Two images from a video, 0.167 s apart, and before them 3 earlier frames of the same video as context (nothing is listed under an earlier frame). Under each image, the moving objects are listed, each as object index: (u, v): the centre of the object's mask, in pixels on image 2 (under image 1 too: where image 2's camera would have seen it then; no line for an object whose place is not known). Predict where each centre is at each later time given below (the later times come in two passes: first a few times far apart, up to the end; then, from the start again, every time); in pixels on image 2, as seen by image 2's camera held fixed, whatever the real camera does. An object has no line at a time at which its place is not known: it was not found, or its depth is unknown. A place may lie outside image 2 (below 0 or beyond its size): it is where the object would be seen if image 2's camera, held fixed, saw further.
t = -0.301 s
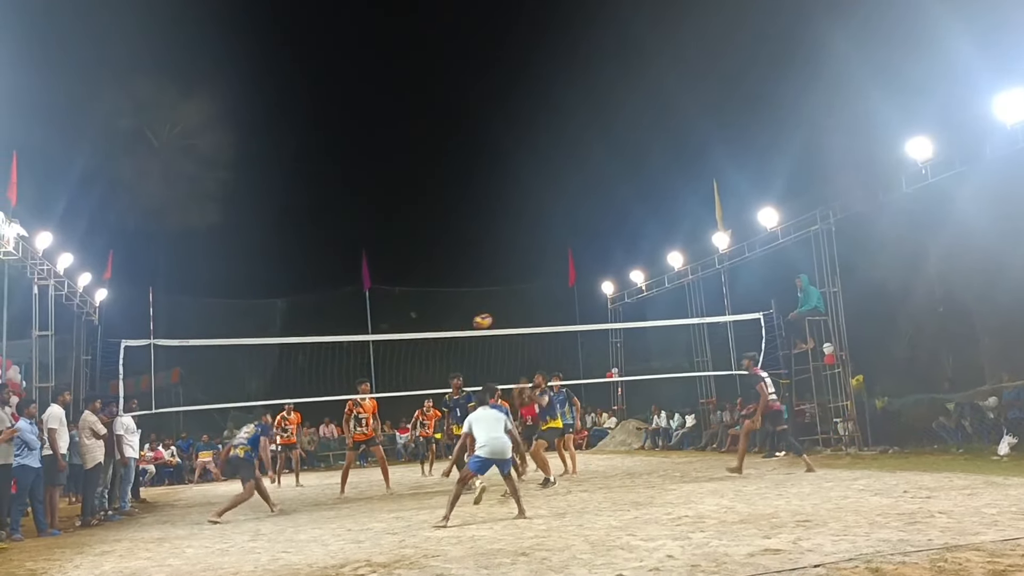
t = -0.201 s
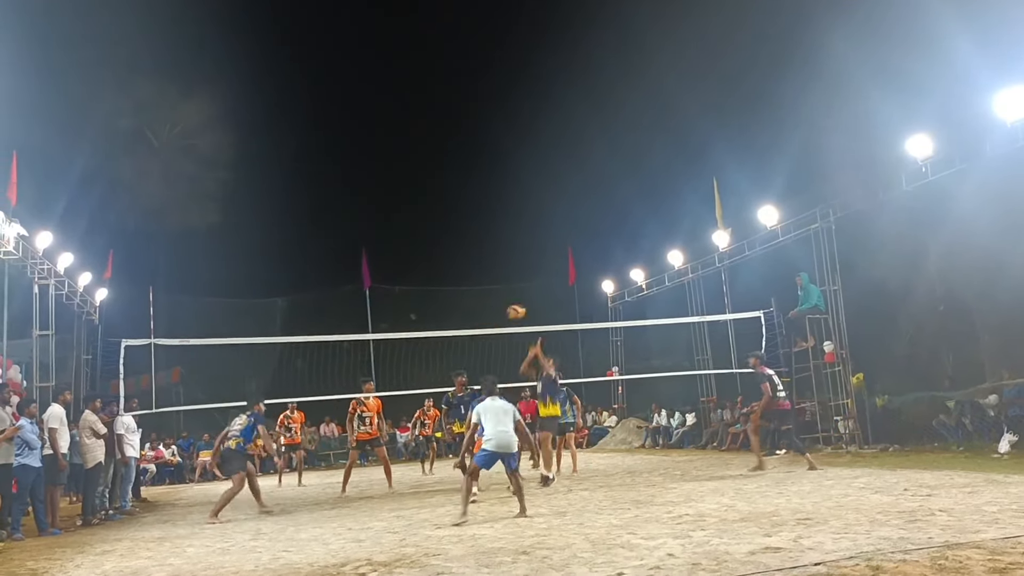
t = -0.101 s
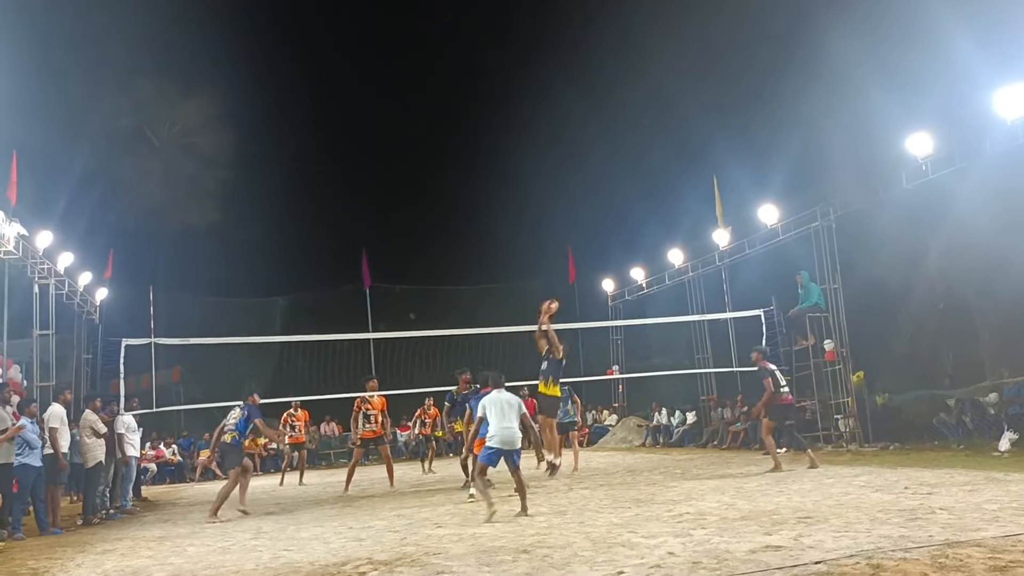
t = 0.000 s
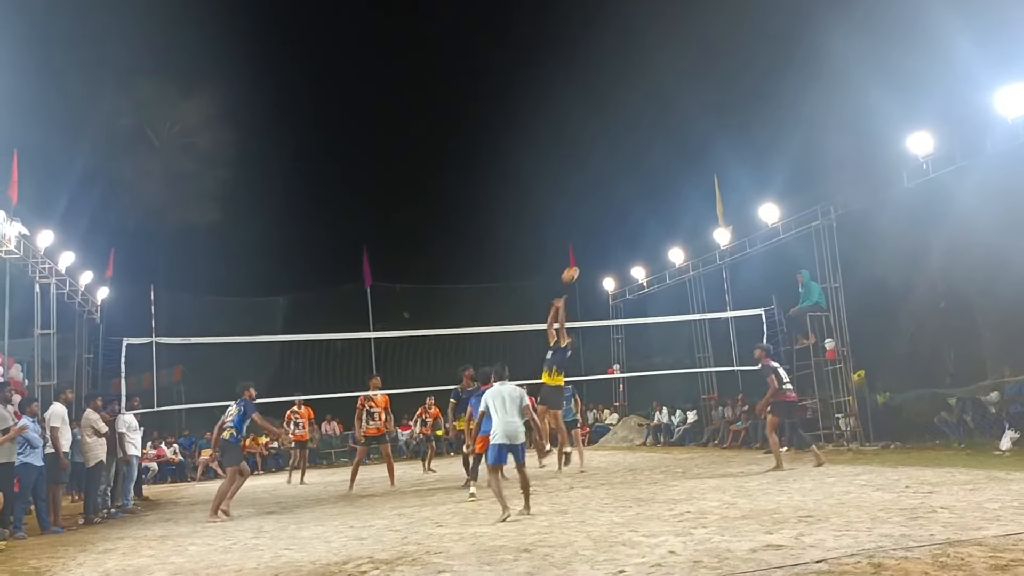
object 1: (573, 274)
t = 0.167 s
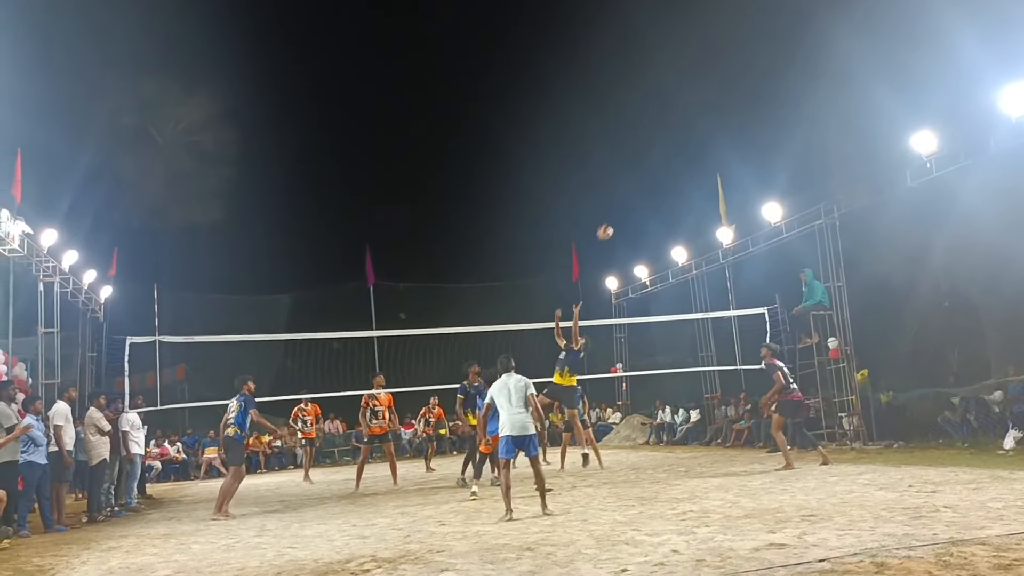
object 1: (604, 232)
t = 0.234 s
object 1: (617, 221)
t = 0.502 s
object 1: (672, 207)
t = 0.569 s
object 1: (686, 209)
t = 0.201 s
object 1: (611, 226)
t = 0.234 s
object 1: (617, 221)
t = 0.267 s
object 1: (625, 216)
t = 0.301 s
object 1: (631, 213)
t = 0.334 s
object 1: (637, 210)
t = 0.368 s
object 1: (645, 208)
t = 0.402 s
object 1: (652, 206)
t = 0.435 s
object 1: (658, 206)
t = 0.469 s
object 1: (665, 206)
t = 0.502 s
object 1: (672, 207)
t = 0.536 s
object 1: (679, 208)
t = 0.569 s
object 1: (686, 209)
